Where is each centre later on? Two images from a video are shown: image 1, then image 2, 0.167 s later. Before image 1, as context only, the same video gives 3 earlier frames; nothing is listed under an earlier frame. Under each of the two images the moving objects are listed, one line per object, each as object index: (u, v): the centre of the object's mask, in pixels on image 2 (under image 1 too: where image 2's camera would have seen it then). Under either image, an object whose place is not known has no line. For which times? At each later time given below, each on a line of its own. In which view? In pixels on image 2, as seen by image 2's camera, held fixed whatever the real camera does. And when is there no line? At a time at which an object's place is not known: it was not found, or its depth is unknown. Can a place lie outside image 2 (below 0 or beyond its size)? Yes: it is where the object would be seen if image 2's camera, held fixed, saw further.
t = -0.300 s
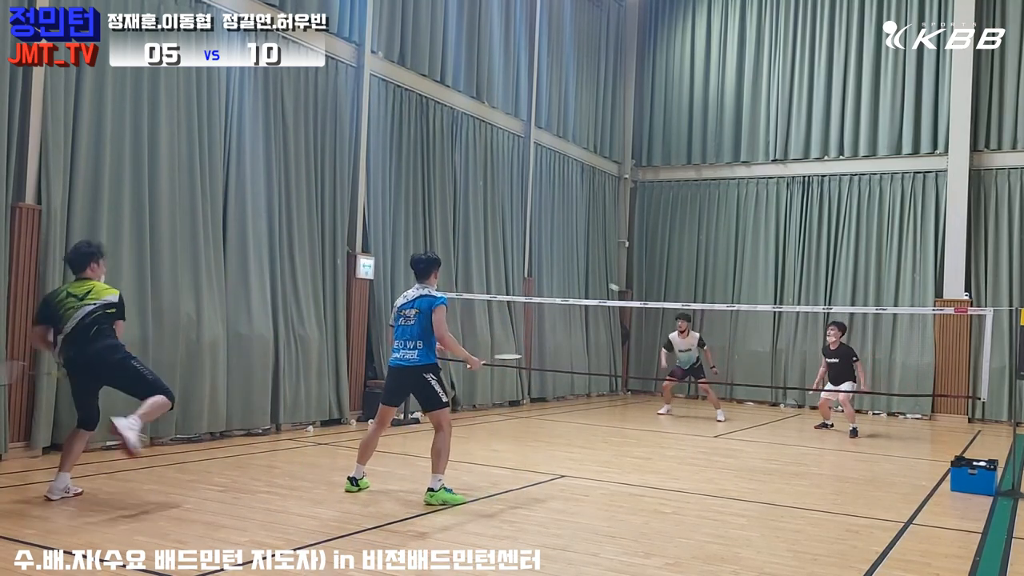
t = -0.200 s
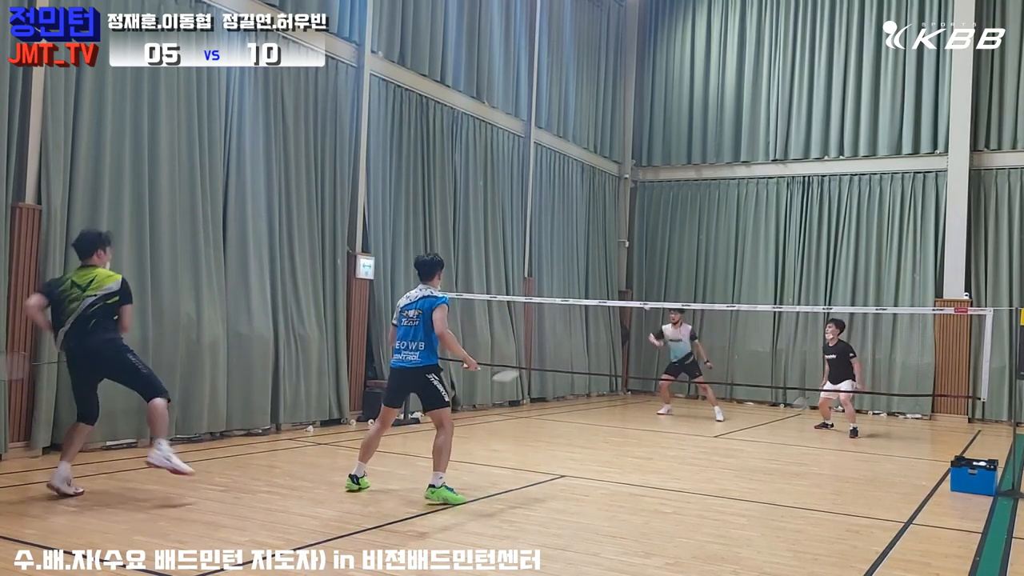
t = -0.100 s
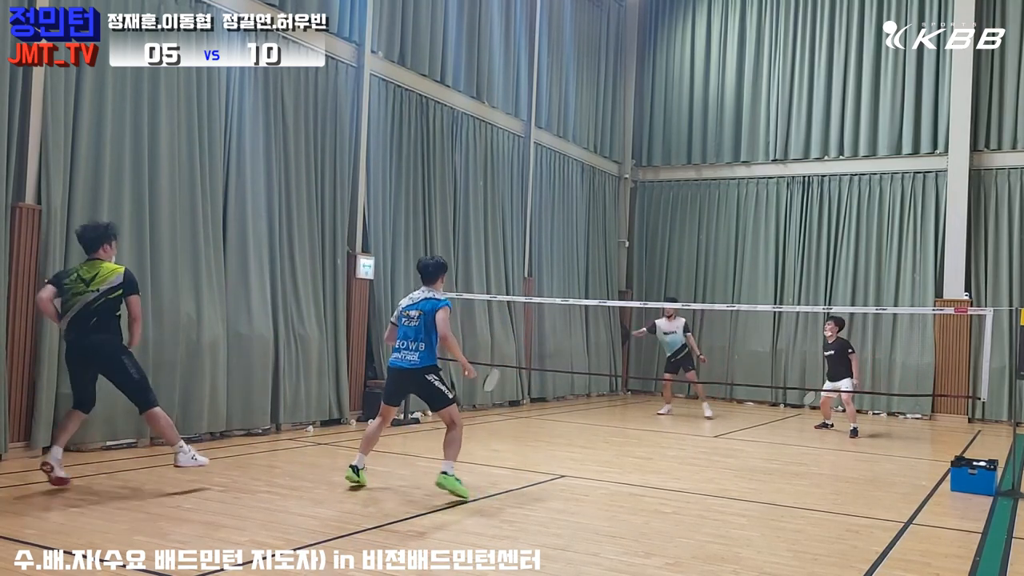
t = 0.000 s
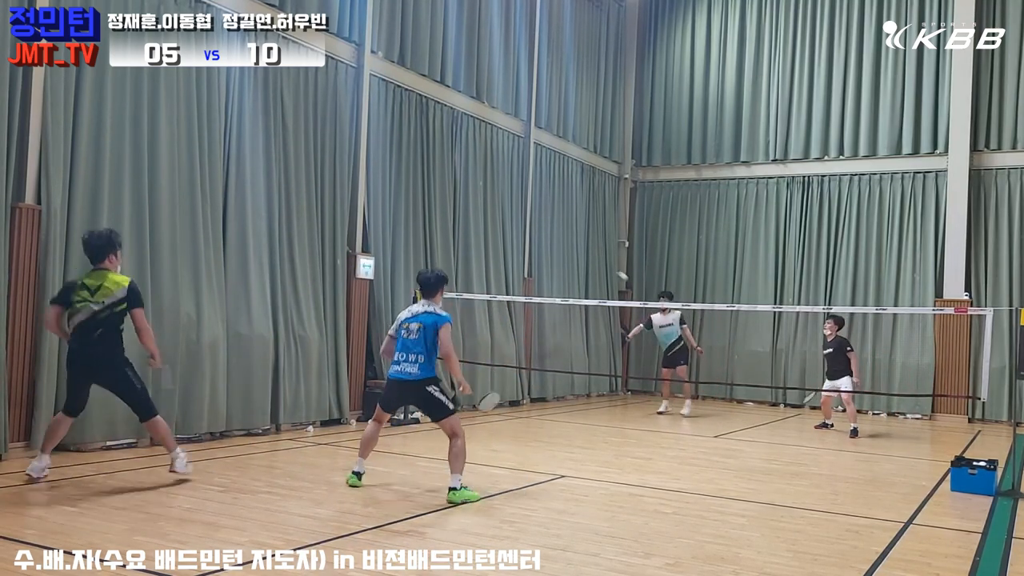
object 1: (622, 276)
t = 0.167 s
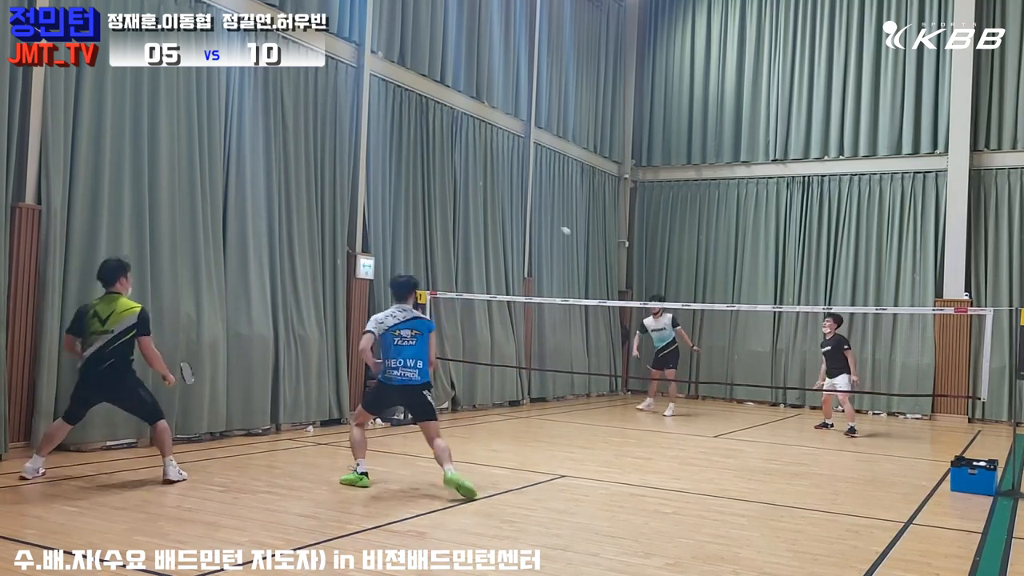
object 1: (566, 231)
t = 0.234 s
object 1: (545, 220)
